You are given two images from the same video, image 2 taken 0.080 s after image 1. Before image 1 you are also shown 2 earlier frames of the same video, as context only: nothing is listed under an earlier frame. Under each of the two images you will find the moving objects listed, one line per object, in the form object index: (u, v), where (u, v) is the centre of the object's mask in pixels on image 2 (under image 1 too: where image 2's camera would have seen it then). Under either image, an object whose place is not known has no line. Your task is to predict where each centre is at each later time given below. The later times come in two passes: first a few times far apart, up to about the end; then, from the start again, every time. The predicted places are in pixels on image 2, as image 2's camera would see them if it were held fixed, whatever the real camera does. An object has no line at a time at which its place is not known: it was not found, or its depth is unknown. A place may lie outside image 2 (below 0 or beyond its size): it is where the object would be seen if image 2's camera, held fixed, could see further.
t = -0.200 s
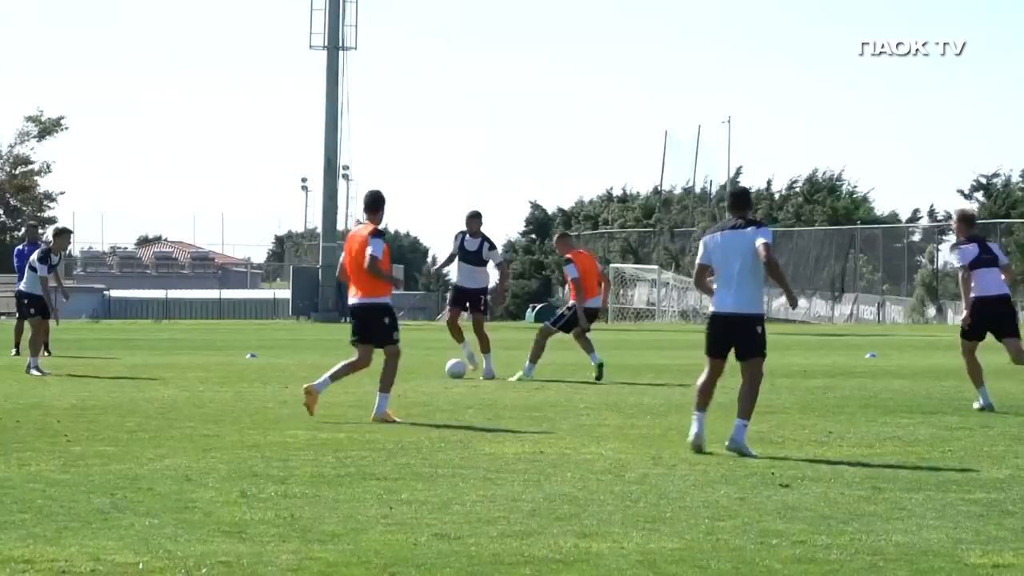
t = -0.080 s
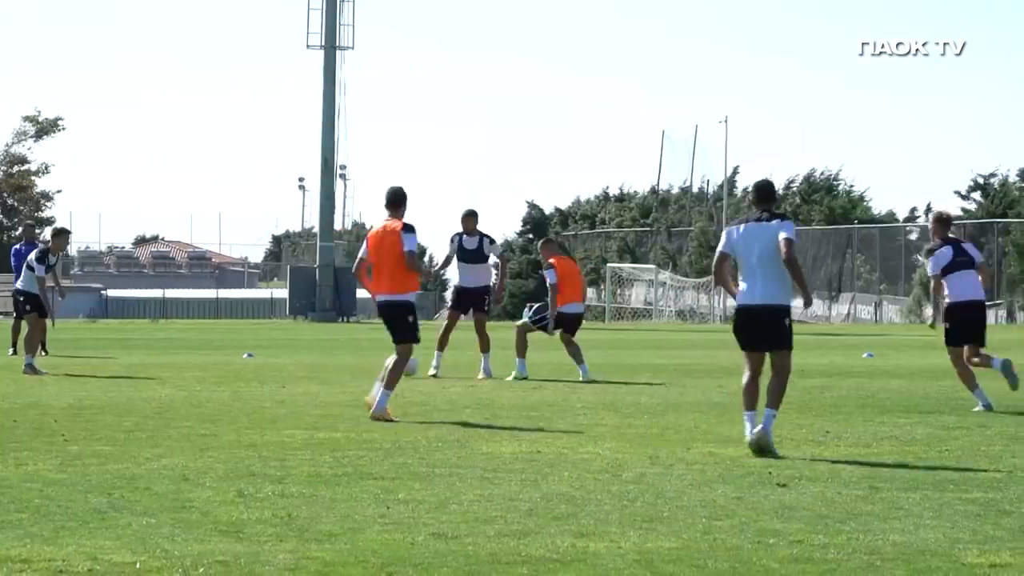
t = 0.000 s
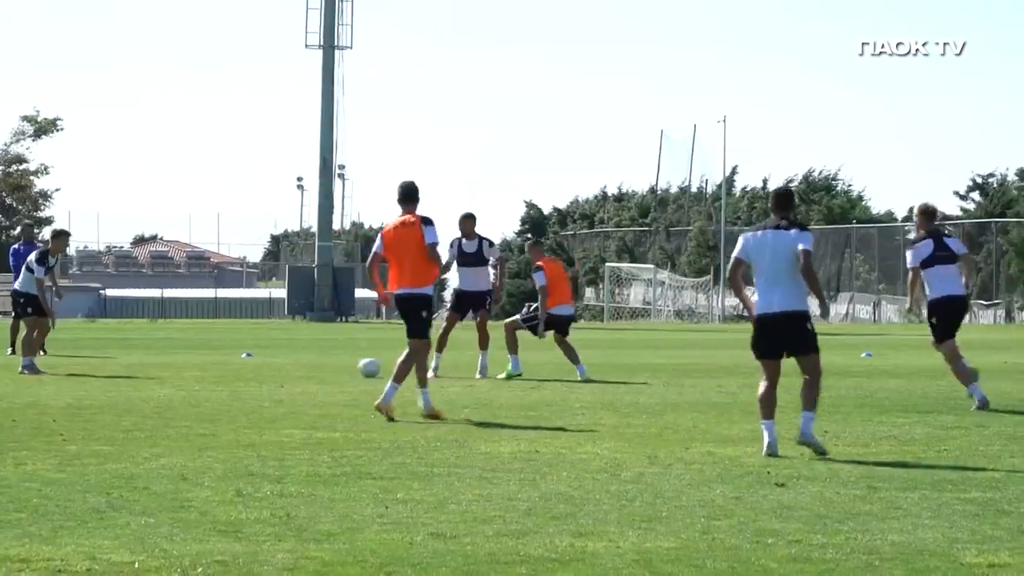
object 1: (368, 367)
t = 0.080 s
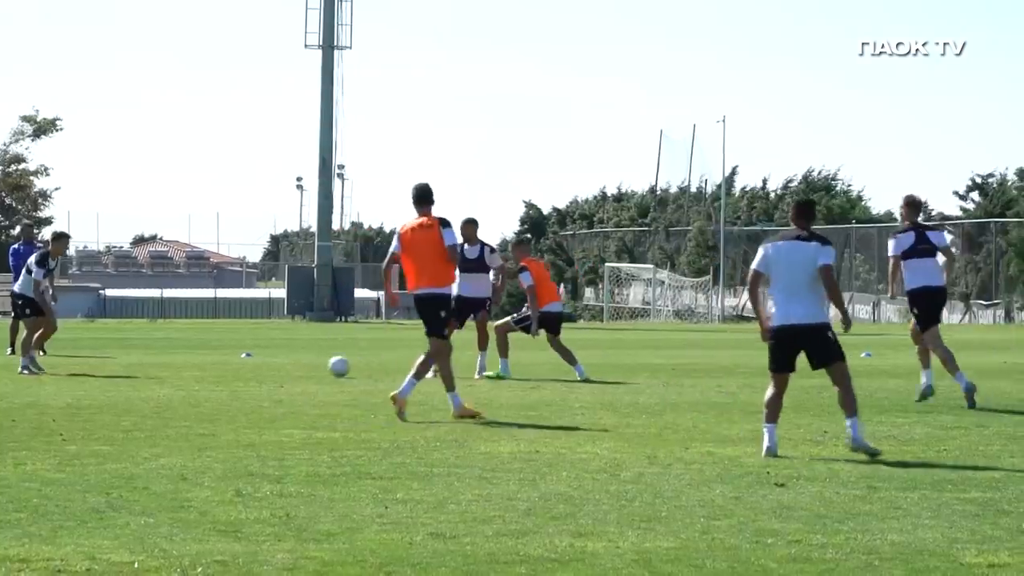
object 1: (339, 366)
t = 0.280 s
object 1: (280, 368)
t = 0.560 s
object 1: (225, 368)
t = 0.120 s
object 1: (324, 367)
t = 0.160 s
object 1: (310, 368)
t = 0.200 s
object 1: (300, 367)
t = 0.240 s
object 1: (290, 367)
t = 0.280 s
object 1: (280, 368)
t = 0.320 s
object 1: (272, 368)
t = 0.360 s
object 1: (264, 367)
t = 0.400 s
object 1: (257, 367)
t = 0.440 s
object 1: (249, 368)
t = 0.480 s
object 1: (241, 368)
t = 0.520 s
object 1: (233, 368)
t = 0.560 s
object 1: (225, 368)
